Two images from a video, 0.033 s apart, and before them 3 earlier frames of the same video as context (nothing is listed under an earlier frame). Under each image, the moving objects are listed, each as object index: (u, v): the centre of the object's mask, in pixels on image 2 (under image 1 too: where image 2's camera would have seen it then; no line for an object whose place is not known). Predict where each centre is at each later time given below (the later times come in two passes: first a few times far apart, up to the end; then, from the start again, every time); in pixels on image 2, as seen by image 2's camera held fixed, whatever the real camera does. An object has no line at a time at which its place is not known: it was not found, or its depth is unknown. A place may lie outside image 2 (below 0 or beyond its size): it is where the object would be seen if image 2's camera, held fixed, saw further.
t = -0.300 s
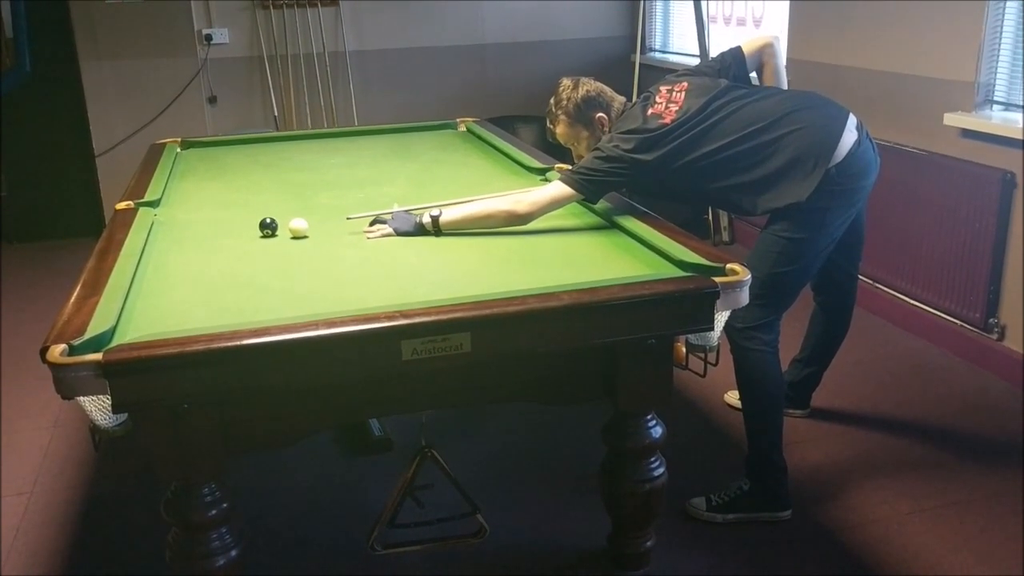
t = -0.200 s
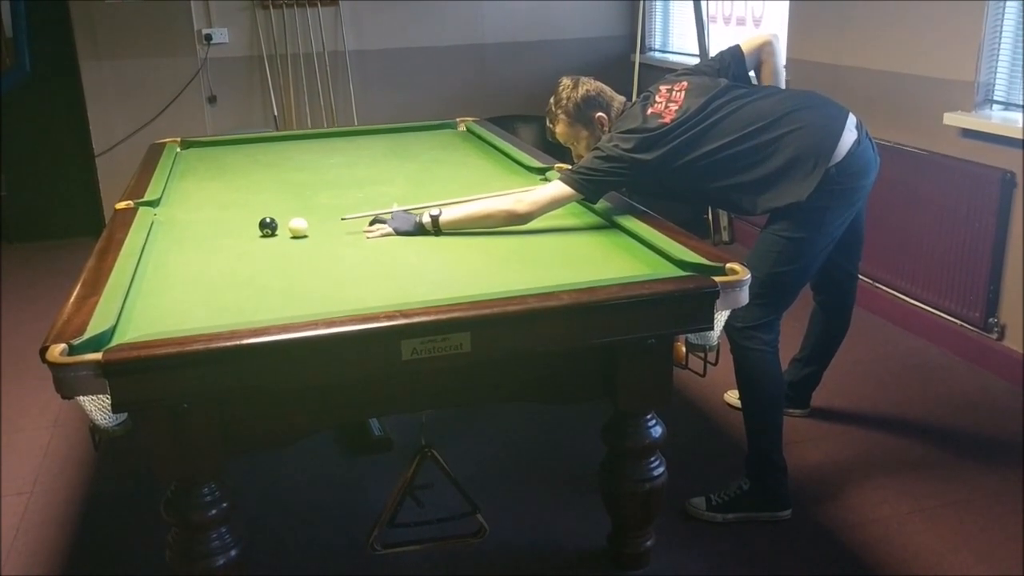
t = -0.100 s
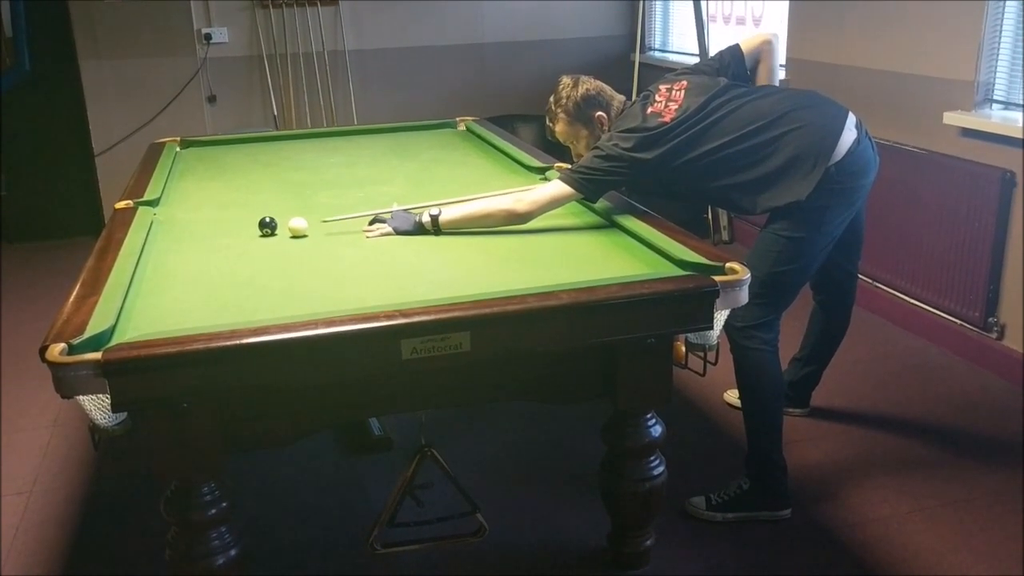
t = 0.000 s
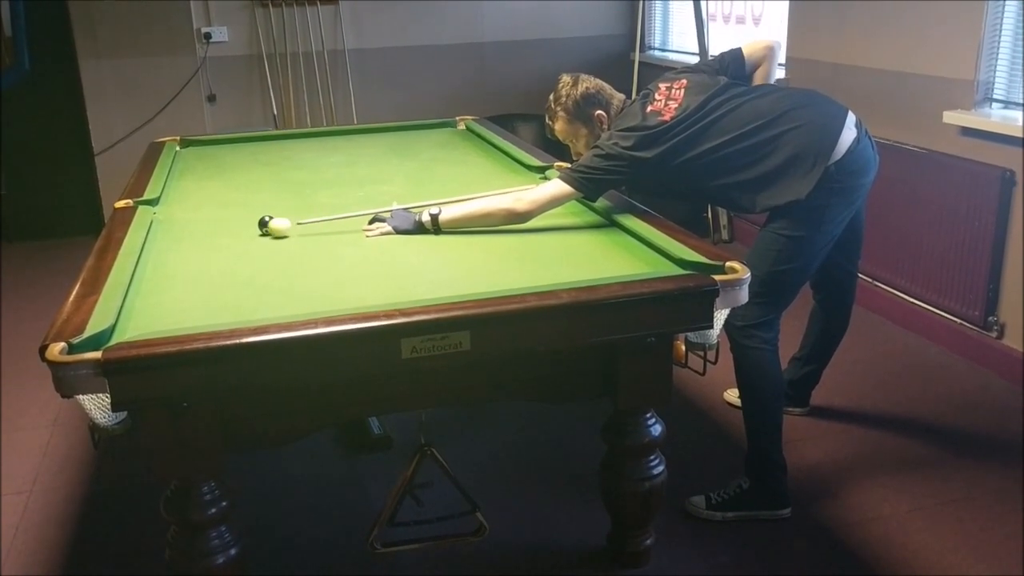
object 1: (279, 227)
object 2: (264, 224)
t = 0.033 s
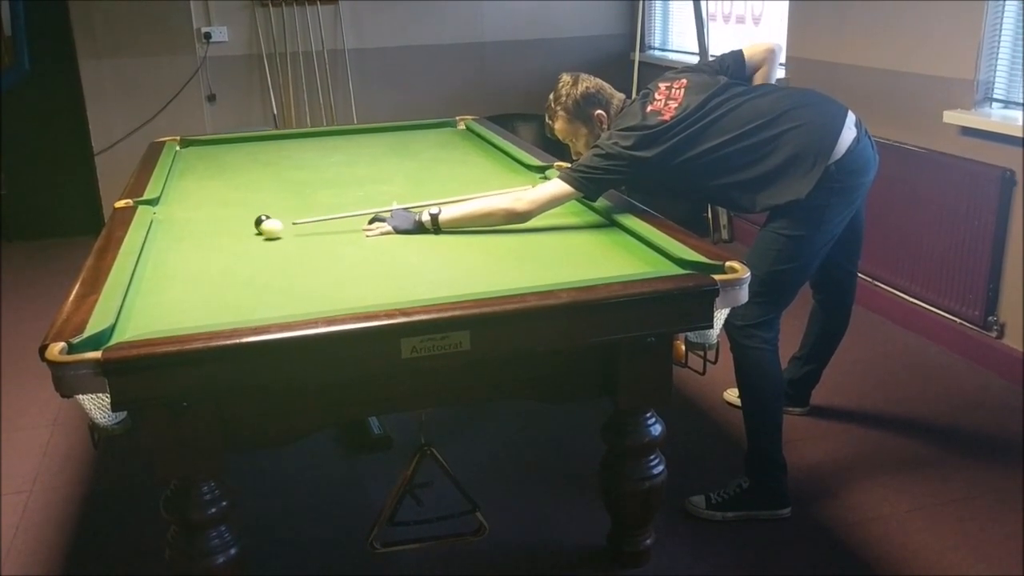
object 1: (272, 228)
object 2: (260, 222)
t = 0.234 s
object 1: (227, 237)
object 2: (246, 221)
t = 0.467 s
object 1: (171, 248)
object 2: (228, 217)
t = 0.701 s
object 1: (174, 252)
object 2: (212, 214)
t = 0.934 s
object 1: (212, 252)
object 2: (196, 211)
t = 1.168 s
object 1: (249, 251)
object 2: (182, 208)
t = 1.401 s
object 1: (283, 251)
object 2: (170, 206)
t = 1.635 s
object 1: (315, 250)
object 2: (158, 203)
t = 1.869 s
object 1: (347, 250)
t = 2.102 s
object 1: (376, 249)
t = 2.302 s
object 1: (399, 249)
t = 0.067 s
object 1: (265, 230)
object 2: (259, 219)
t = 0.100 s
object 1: (257, 231)
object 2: (258, 218)
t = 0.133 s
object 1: (249, 233)
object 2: (256, 219)
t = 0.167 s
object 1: (242, 234)
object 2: (253, 221)
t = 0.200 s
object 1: (234, 235)
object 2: (249, 221)
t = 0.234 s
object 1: (227, 237)
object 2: (246, 221)
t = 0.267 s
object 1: (219, 239)
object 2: (244, 220)
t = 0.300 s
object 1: (211, 240)
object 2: (241, 220)
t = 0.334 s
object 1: (203, 242)
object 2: (238, 219)
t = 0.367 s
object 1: (195, 244)
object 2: (236, 218)
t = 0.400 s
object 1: (187, 245)
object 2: (234, 218)
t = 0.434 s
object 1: (180, 247)
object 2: (231, 217)
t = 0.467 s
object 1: (171, 248)
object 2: (228, 217)
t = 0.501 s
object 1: (164, 250)
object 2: (226, 216)
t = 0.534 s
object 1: (155, 251)
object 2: (223, 216)
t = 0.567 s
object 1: (150, 253)
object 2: (221, 216)
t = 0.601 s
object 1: (156, 252)
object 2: (218, 215)
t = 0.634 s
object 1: (163, 252)
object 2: (216, 215)
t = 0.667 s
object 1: (168, 252)
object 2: (214, 214)
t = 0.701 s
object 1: (174, 252)
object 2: (212, 214)
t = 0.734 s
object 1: (179, 252)
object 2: (210, 213)
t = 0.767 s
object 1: (185, 252)
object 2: (207, 213)
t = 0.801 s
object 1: (190, 252)
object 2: (205, 212)
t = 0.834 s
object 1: (196, 252)
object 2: (203, 212)
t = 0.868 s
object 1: (202, 252)
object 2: (200, 212)
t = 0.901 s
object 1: (207, 252)
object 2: (199, 211)
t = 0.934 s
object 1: (212, 252)
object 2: (196, 211)
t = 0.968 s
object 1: (217, 252)
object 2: (194, 210)
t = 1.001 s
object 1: (223, 252)
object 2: (192, 210)
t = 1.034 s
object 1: (228, 252)
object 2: (190, 210)
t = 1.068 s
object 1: (233, 252)
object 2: (188, 209)
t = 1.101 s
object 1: (238, 251)
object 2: (186, 209)
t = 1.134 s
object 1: (243, 251)
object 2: (184, 208)
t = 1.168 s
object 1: (249, 251)
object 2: (182, 208)
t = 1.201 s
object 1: (254, 251)
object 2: (181, 208)
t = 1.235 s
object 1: (259, 251)
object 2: (179, 207)
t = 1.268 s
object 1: (263, 251)
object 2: (177, 207)
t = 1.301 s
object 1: (268, 251)
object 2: (175, 207)
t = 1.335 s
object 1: (273, 251)
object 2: (173, 207)
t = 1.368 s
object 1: (278, 251)
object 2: (171, 206)
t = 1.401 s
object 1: (283, 251)
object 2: (170, 206)
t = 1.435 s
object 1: (288, 251)
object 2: (168, 205)
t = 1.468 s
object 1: (292, 251)
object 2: (166, 205)
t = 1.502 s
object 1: (297, 251)
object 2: (164, 205)
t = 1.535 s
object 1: (302, 250)
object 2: (163, 204)
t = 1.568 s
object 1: (306, 251)
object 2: (161, 204)
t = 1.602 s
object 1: (311, 251)
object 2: (160, 204)
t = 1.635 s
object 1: (315, 250)
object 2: (158, 203)
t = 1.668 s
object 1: (321, 250)
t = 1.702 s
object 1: (325, 250)
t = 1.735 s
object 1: (329, 250)
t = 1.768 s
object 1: (333, 250)
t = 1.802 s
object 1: (338, 250)
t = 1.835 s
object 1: (342, 250)
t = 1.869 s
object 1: (347, 250)
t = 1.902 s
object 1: (351, 250)
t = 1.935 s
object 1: (355, 250)
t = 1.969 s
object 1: (359, 250)
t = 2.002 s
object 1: (363, 250)
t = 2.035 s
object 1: (368, 250)
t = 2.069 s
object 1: (372, 249)
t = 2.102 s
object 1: (376, 249)
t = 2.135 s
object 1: (380, 249)
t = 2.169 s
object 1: (383, 249)
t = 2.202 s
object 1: (387, 249)
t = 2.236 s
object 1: (392, 249)
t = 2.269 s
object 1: (395, 249)
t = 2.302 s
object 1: (399, 249)
